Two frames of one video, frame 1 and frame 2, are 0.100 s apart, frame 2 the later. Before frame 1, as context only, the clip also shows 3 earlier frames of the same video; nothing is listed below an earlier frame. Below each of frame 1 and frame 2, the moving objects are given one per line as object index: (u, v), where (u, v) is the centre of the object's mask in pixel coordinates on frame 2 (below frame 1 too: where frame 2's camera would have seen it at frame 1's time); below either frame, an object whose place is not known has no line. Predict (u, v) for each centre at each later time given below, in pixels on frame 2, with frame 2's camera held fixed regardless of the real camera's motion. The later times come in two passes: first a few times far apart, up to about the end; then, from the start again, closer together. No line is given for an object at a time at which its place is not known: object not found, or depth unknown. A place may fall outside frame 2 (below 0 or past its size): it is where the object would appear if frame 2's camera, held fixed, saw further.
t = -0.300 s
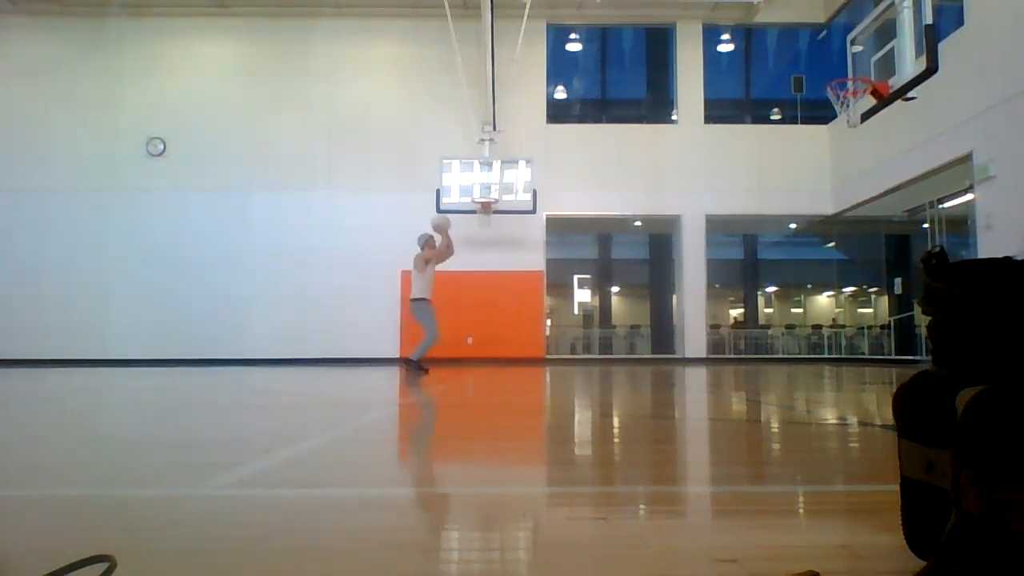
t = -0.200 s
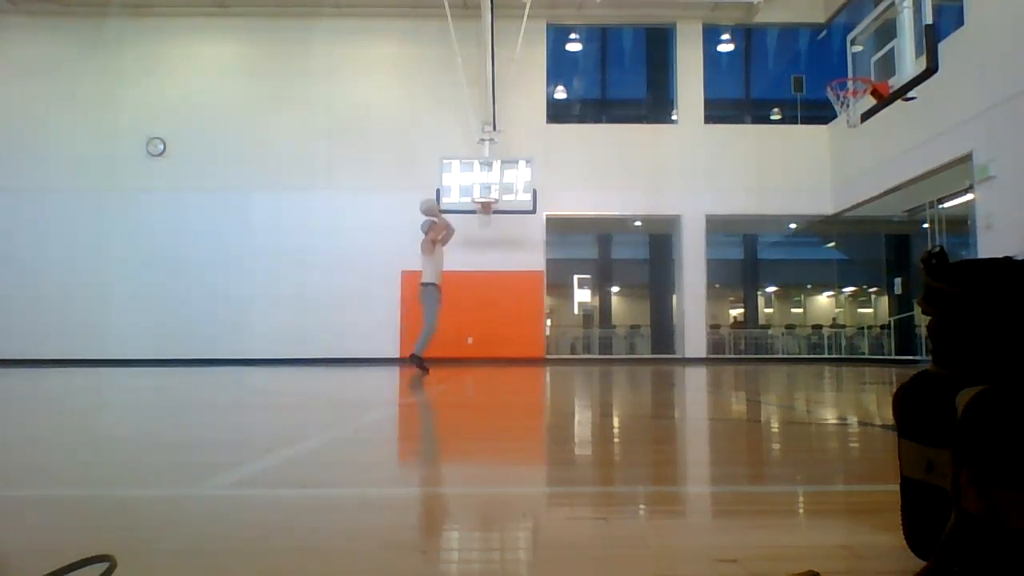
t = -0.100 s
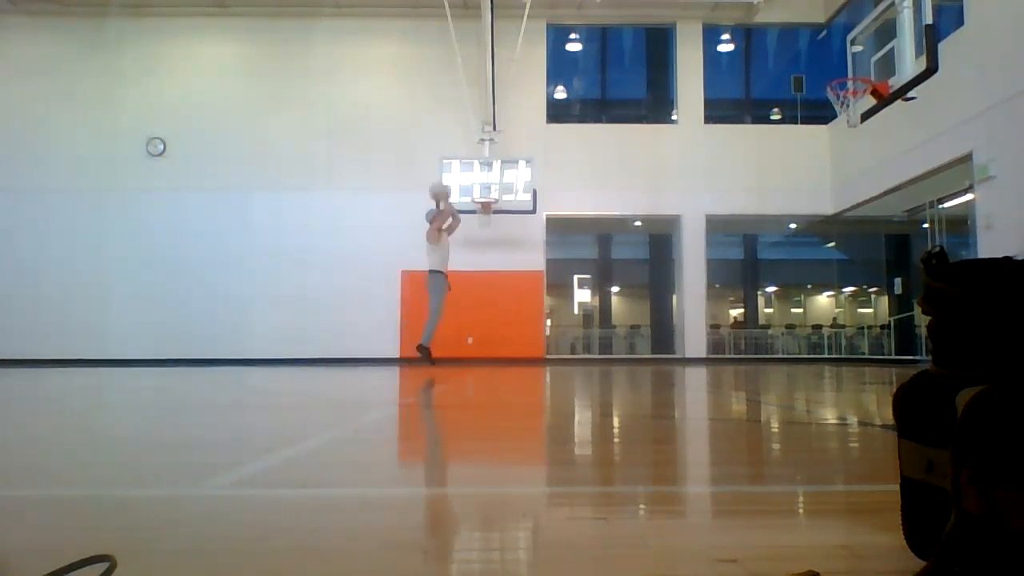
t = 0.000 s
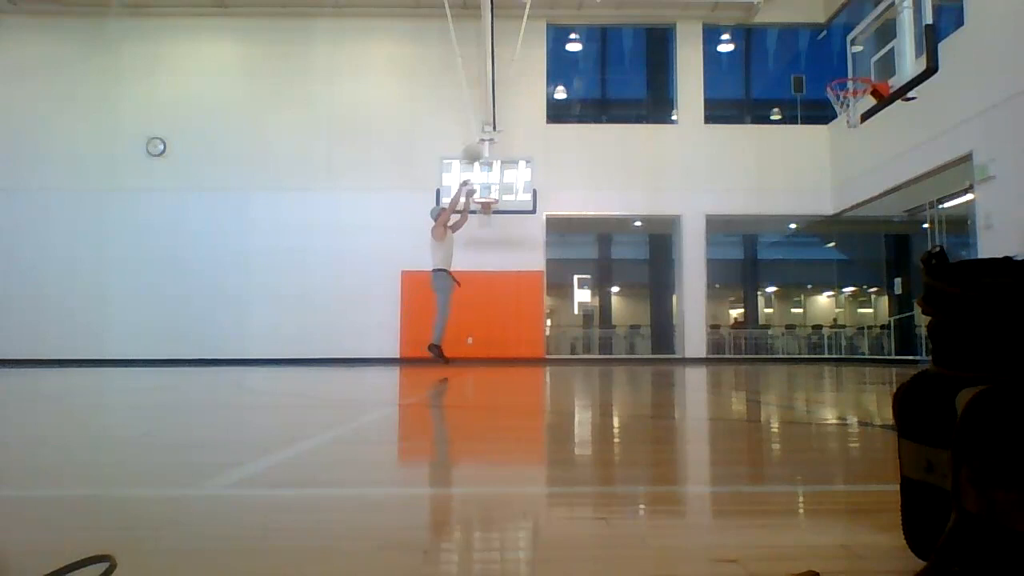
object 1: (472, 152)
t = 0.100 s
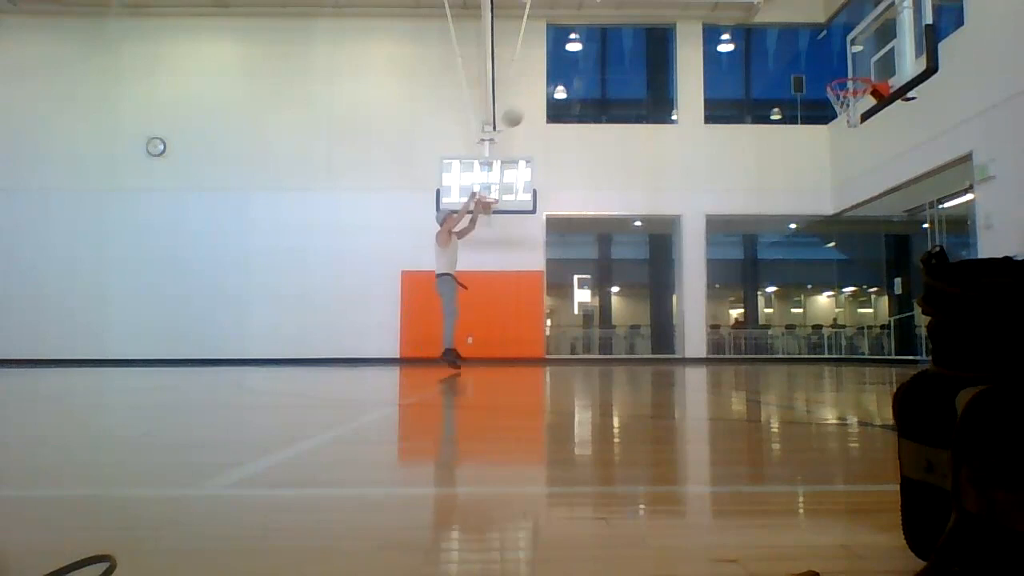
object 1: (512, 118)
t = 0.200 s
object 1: (554, 88)
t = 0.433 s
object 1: (653, 47)
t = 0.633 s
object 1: (745, 47)
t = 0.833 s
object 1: (839, 74)
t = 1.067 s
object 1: (829, 117)
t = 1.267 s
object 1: (810, 143)
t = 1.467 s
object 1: (792, 204)
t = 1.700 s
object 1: (772, 323)
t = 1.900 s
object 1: (767, 310)
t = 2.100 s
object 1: (769, 248)
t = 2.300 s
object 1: (772, 222)
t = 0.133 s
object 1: (525, 107)
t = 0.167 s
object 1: (539, 97)
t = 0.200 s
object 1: (554, 88)
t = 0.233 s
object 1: (567, 79)
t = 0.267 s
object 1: (581, 72)
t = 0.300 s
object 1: (596, 65)
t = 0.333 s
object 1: (610, 59)
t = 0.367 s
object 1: (624, 54)
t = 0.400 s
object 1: (639, 50)
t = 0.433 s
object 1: (653, 47)
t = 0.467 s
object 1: (666, 44)
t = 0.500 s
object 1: (681, 45)
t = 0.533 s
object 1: (700, 44)
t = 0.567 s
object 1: (712, 42)
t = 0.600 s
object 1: (730, 44)
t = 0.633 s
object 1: (745, 47)
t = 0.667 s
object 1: (760, 50)
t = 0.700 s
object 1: (777, 54)
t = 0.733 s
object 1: (793, 59)
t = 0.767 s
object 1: (809, 66)
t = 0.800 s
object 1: (825, 73)
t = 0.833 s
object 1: (839, 74)
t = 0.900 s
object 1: (859, 89)
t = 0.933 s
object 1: (854, 97)
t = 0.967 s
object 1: (844, 107)
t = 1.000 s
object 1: (836, 115)
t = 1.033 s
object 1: (833, 116)
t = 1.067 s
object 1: (829, 117)
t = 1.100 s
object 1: (825, 119)
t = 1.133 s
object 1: (823, 122)
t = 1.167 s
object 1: (820, 126)
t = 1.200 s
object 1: (817, 130)
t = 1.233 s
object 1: (813, 136)
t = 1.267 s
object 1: (810, 143)
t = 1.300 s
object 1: (807, 151)
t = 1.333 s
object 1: (804, 159)
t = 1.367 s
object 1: (801, 169)
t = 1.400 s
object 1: (798, 180)
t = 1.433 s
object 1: (795, 191)
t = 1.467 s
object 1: (792, 204)
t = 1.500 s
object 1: (790, 216)
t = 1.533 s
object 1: (786, 232)
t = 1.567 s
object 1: (783, 247)
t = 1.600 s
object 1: (781, 264)
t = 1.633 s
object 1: (778, 279)
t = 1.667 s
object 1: (776, 298)
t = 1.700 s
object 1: (772, 323)
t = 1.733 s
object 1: (770, 341)
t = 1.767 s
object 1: (767, 360)
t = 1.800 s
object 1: (767, 352)
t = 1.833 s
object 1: (768, 338)
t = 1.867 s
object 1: (766, 322)
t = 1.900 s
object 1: (767, 310)
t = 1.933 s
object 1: (768, 296)
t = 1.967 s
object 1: (768, 284)
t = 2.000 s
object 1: (768, 274)
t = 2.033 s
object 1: (769, 265)
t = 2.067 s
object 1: (769, 256)
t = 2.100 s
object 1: (769, 248)
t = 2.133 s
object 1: (770, 241)
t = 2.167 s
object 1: (770, 235)
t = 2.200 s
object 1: (771, 230)
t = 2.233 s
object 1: (771, 226)
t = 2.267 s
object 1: (772, 224)
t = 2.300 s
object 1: (772, 222)
